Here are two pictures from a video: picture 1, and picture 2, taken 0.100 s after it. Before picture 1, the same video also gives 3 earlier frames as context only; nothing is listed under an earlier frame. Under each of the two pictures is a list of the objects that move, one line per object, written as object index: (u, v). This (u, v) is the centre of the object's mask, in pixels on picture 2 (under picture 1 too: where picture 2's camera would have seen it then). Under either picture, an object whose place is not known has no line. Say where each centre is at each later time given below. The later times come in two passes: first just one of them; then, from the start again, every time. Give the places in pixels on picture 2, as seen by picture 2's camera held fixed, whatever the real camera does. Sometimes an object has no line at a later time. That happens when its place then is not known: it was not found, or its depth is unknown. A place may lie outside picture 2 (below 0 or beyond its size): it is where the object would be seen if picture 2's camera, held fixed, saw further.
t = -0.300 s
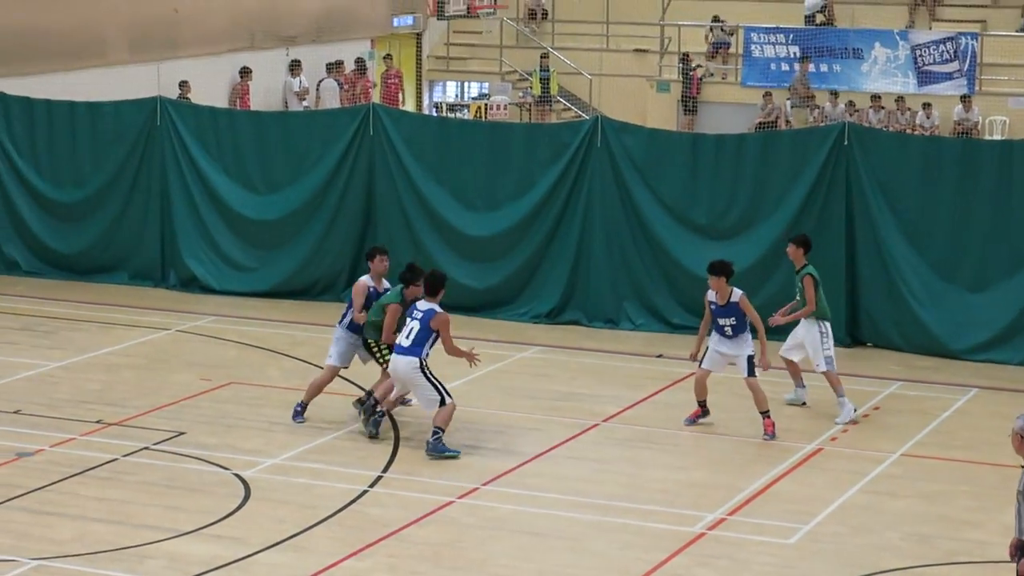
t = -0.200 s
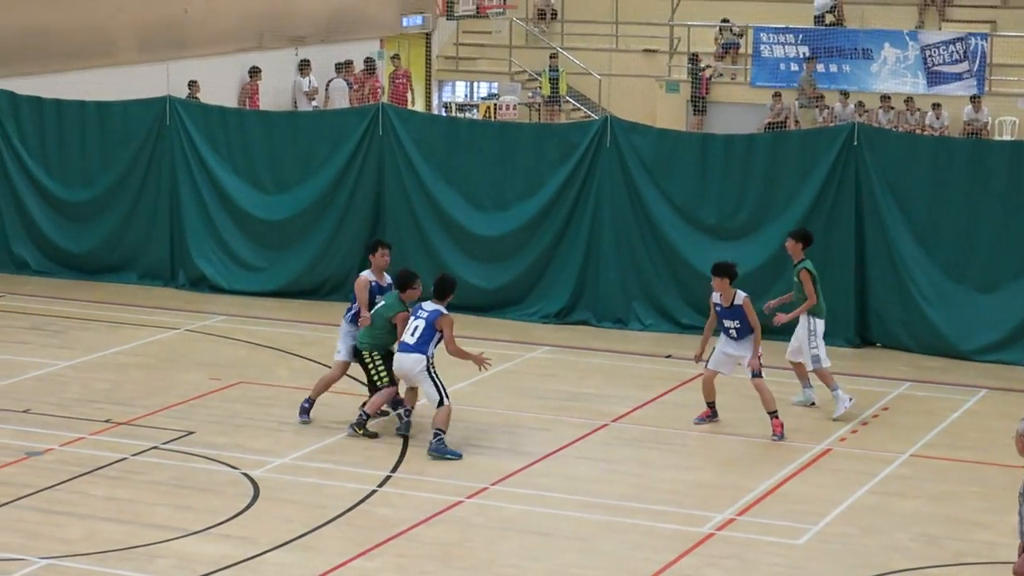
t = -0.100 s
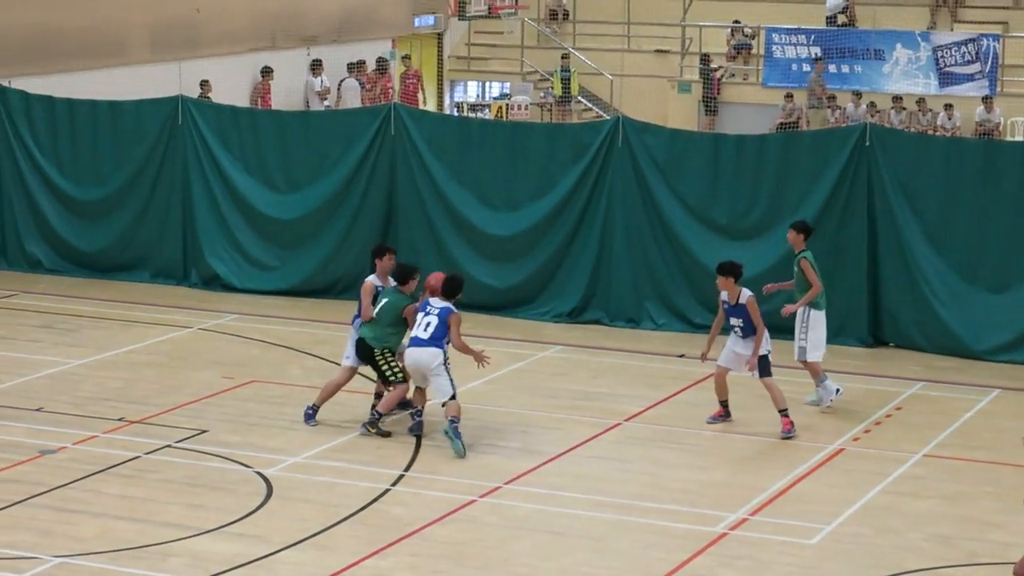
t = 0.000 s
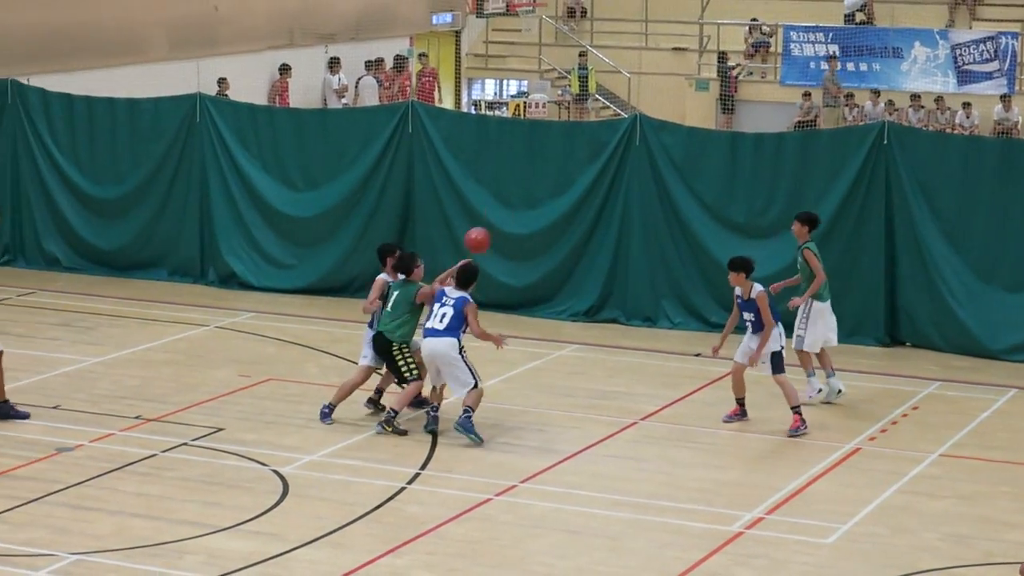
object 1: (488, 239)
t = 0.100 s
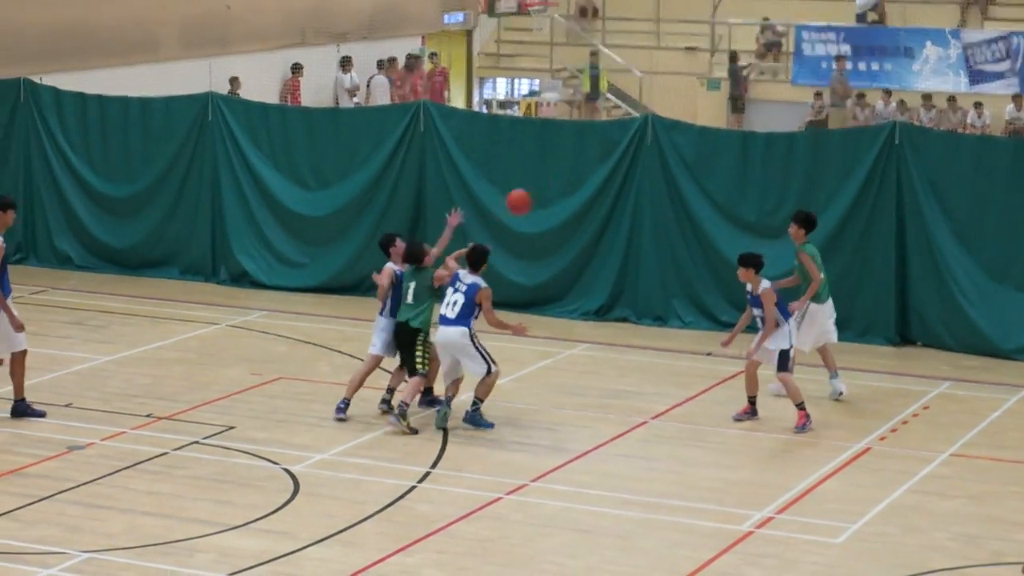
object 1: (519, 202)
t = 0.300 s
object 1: (579, 159)
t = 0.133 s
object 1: (529, 191)
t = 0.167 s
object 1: (539, 183)
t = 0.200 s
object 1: (549, 175)
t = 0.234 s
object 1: (559, 168)
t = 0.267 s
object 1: (569, 163)
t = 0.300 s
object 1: (579, 159)
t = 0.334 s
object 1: (589, 155)
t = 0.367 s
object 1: (599, 154)
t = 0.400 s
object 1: (609, 153)
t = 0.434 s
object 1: (619, 153)
